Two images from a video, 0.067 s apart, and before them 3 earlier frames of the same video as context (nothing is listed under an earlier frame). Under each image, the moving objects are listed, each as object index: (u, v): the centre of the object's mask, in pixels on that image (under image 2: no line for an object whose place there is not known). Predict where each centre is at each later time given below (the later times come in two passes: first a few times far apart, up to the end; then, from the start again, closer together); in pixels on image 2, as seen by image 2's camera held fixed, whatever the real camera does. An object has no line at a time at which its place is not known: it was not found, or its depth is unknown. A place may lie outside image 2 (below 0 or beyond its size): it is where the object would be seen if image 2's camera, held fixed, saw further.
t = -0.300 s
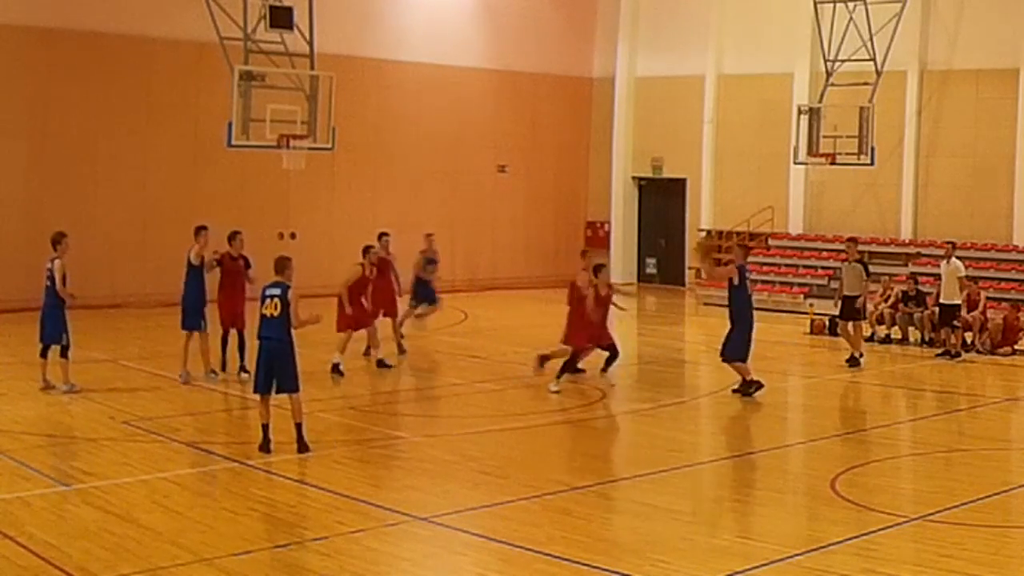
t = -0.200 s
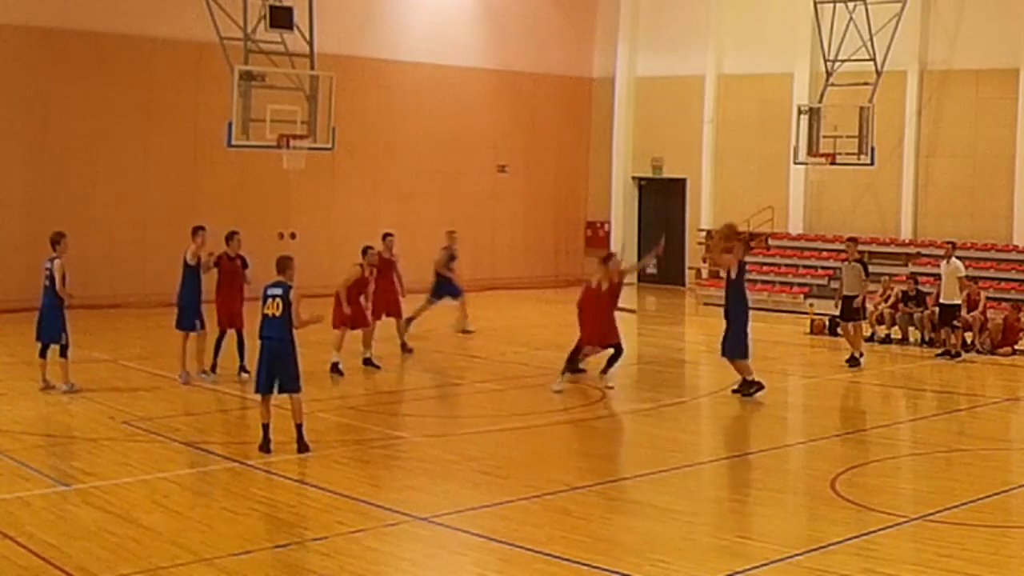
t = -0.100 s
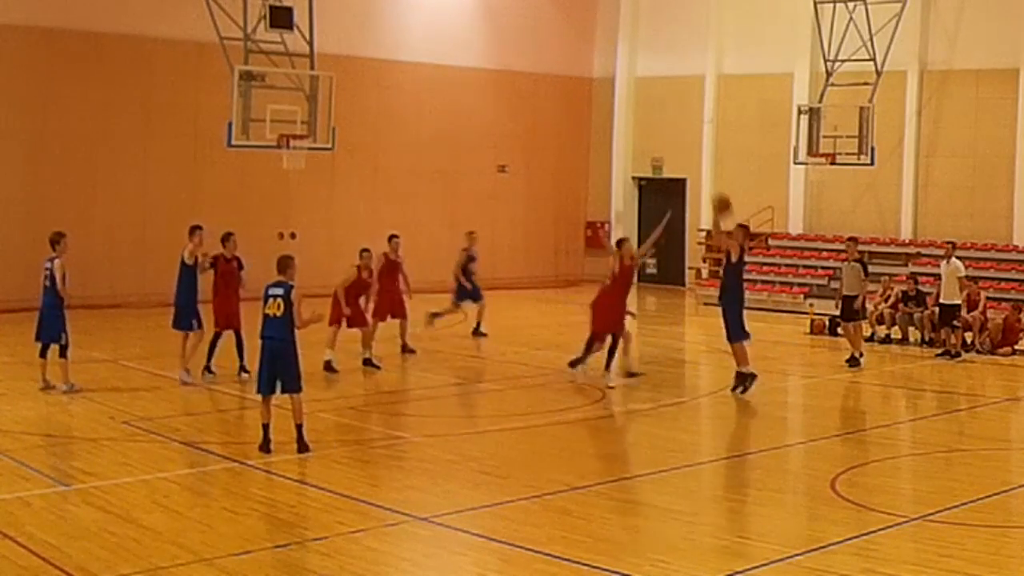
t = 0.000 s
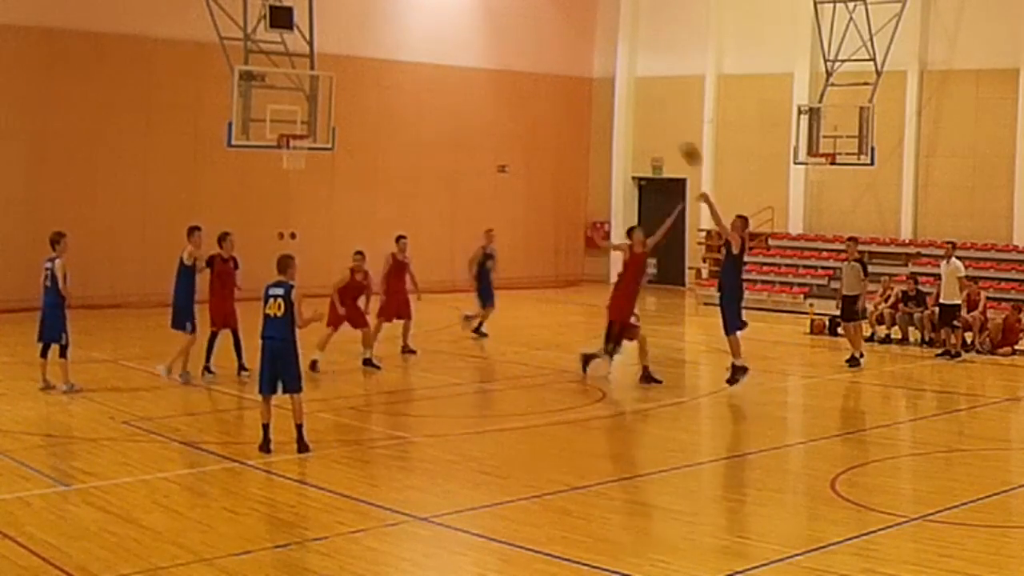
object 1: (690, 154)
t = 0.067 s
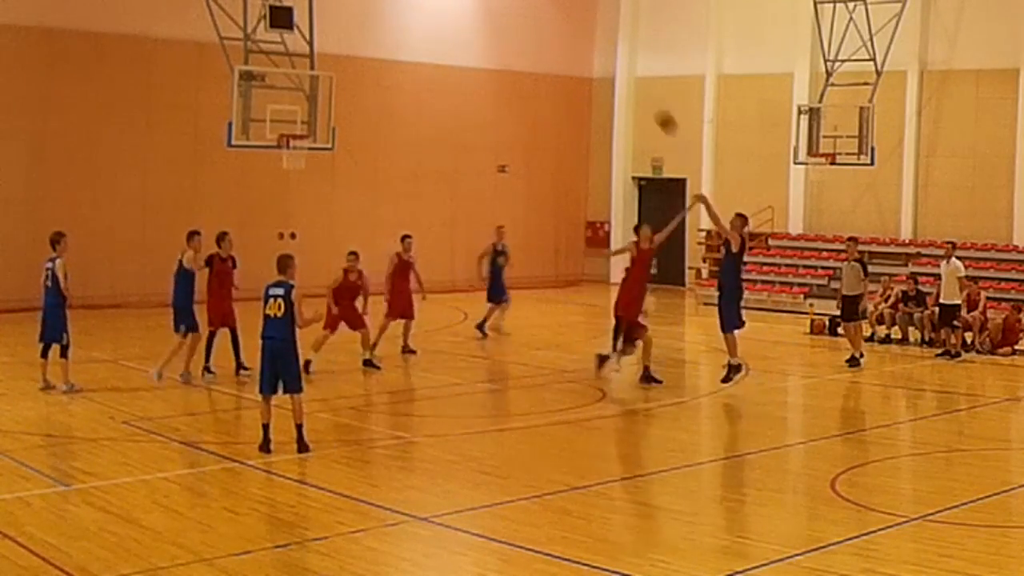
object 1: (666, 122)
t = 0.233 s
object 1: (606, 58)
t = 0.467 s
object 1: (527, 9)
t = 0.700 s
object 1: (451, 5)
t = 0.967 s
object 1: (368, 46)
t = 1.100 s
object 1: (329, 86)
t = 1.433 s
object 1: (262, 191)
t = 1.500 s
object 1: (254, 212)
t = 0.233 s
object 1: (606, 58)
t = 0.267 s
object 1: (594, 48)
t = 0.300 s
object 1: (583, 40)
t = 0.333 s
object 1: (572, 32)
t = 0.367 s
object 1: (561, 25)
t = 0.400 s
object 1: (550, 19)
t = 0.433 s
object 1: (538, 14)
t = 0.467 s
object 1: (527, 9)
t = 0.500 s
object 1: (517, 7)
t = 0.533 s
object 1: (505, 6)
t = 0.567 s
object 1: (494, 5)
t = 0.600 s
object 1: (483, 4)
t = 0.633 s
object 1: (472, 4)
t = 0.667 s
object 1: (462, 5)
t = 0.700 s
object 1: (451, 5)
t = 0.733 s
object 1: (440, 7)
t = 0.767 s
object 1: (430, 9)
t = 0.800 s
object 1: (419, 14)
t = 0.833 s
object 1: (409, 18)
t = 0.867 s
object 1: (399, 24)
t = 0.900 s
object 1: (388, 31)
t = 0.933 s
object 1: (379, 37)
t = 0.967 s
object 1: (368, 46)
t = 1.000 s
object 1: (357, 55)
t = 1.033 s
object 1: (348, 64)
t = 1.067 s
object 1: (338, 75)
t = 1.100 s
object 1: (329, 86)
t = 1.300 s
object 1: (278, 159)
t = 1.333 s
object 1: (274, 165)
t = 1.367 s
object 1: (270, 173)
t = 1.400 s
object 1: (266, 181)
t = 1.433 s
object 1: (262, 191)
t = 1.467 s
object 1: (258, 202)
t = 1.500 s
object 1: (254, 212)
